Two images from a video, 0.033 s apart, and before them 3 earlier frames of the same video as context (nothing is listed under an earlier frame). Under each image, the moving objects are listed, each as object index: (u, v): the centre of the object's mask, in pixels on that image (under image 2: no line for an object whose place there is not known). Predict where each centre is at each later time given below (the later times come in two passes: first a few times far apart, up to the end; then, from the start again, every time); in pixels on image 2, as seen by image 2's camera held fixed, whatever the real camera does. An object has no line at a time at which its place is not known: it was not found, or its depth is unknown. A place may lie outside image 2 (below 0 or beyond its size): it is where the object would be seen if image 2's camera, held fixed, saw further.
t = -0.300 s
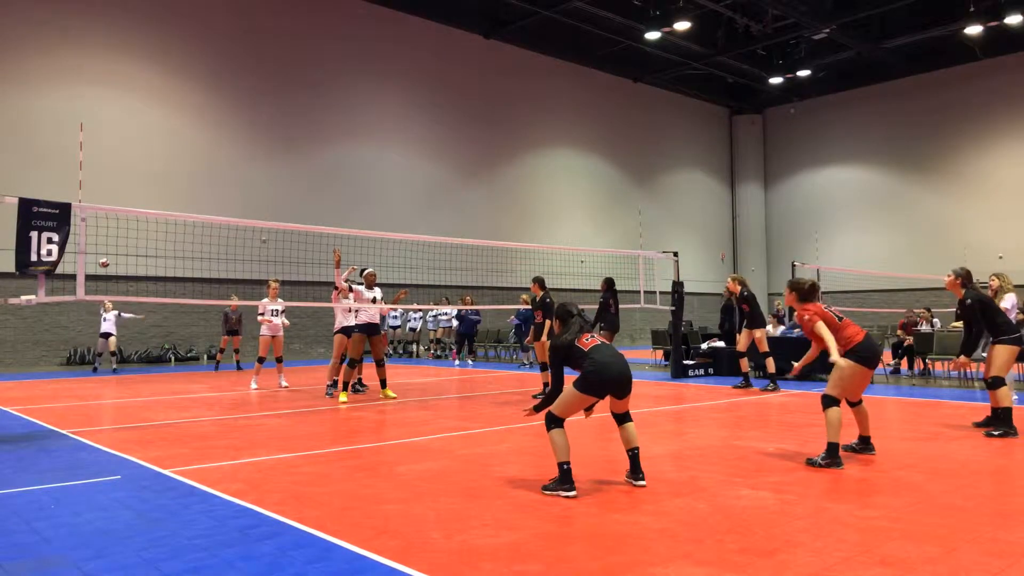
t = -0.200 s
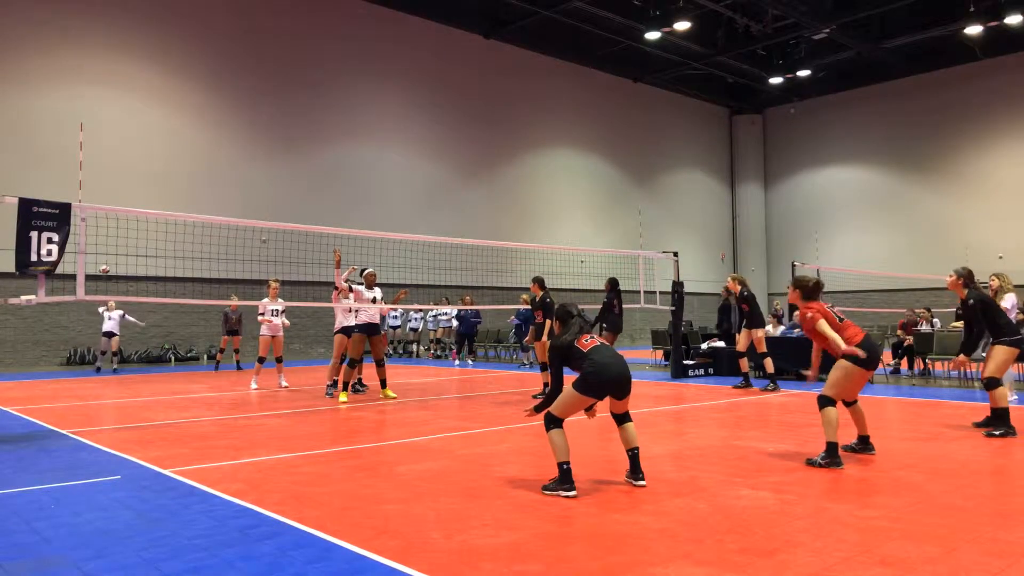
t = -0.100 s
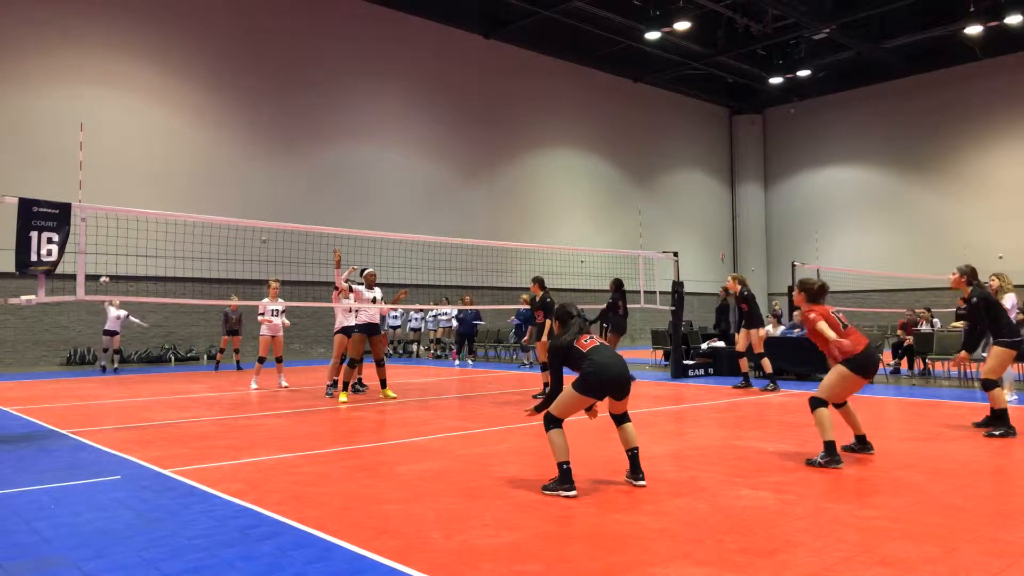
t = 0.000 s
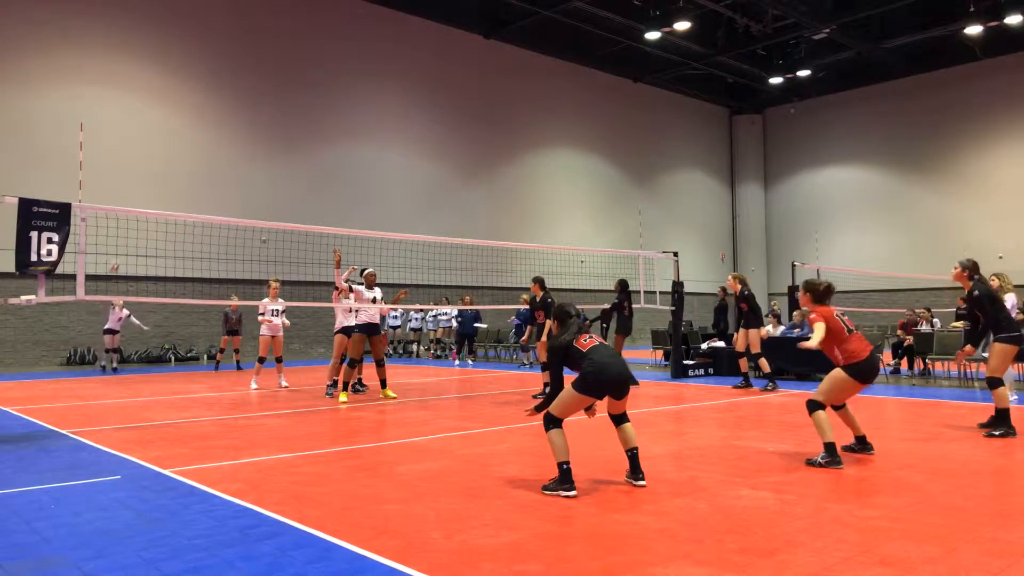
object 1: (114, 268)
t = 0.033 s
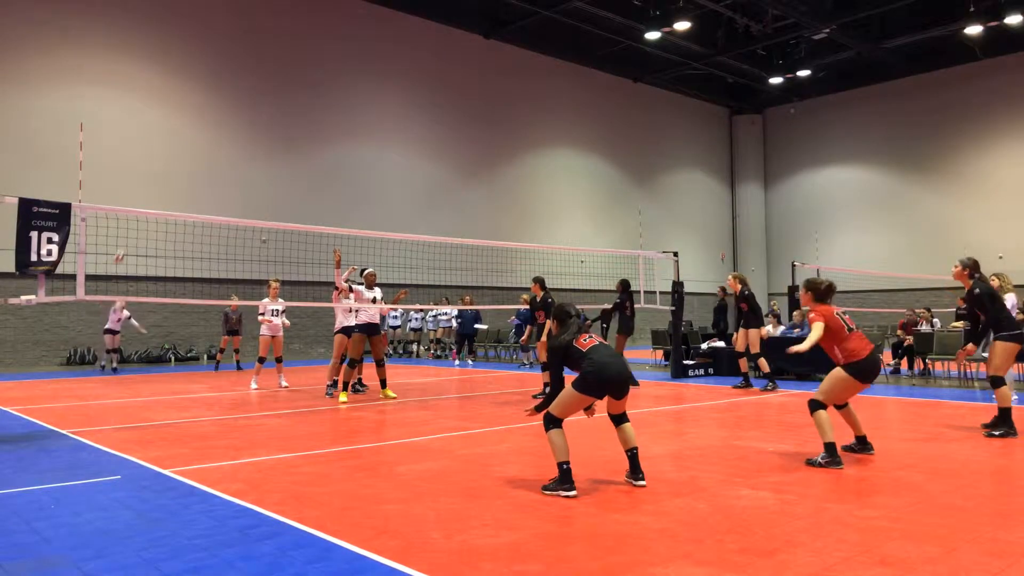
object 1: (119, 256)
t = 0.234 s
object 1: (153, 202)
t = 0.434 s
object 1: (196, 161)
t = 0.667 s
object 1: (266, 137)
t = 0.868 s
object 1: (350, 142)
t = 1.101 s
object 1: (491, 215)
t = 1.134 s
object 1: (519, 233)
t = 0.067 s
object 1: (123, 246)
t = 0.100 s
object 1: (131, 236)
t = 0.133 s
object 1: (133, 228)
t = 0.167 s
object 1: (141, 221)
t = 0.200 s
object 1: (146, 207)
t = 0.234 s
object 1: (153, 202)
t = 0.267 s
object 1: (160, 194)
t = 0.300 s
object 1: (168, 187)
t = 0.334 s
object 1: (174, 180)
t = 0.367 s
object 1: (179, 173)
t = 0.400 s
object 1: (188, 167)
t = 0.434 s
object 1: (196, 161)
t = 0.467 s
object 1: (204, 156)
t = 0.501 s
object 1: (214, 151)
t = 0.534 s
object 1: (223, 147)
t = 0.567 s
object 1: (234, 144)
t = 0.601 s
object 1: (244, 141)
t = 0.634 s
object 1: (255, 138)
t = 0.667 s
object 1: (266, 137)
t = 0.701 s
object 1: (280, 135)
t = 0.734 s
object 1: (292, 135)
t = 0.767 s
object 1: (305, 135)
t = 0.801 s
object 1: (319, 135)
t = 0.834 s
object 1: (334, 138)
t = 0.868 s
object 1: (350, 142)
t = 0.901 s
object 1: (365, 147)
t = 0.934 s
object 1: (383, 154)
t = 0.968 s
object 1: (401, 161)
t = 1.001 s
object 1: (420, 171)
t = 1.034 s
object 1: (441, 184)
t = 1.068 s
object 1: (465, 198)
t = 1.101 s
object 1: (491, 215)
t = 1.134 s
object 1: (519, 233)
